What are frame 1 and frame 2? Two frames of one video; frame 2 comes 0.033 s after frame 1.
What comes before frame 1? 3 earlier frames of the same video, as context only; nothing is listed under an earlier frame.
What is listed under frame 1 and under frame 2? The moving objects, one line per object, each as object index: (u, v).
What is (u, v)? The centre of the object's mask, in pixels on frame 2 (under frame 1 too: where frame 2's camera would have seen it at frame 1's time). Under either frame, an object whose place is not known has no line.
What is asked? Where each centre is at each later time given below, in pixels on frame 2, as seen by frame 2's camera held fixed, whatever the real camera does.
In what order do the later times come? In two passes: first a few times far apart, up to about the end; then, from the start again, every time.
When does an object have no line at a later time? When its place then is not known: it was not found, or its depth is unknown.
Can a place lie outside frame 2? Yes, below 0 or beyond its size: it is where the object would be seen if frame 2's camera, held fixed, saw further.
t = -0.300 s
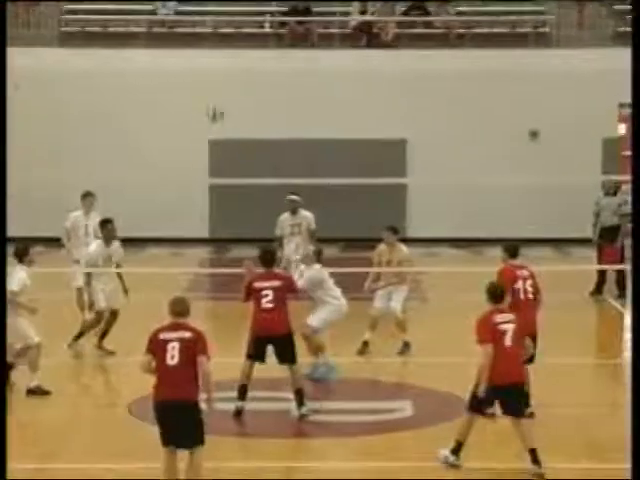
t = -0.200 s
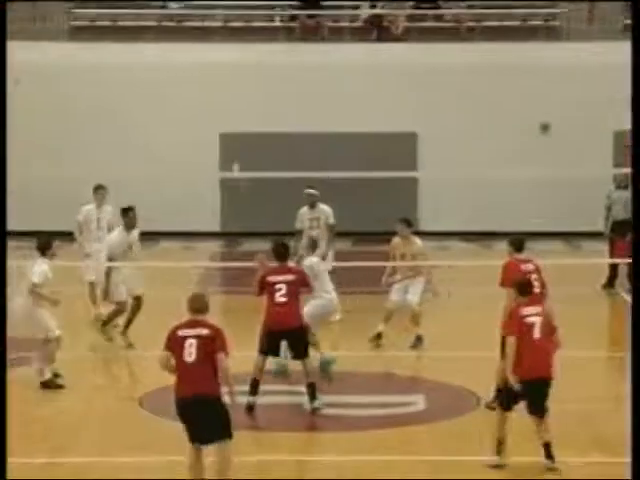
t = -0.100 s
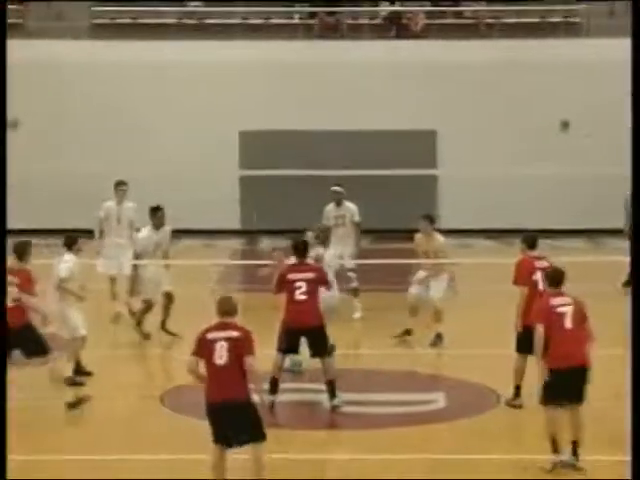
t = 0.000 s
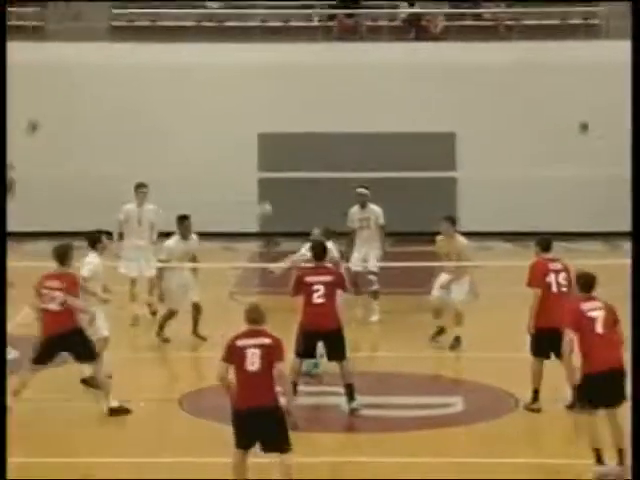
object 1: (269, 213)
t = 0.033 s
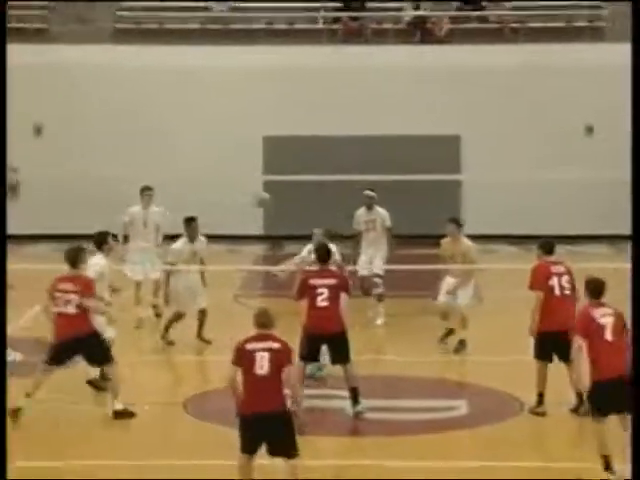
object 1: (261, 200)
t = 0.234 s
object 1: (208, 115)
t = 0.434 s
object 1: (156, 63)
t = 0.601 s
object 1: (113, 47)
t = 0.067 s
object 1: (250, 184)
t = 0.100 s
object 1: (242, 166)
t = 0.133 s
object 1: (234, 153)
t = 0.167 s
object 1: (225, 138)
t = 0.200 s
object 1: (216, 126)
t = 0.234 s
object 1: (208, 115)
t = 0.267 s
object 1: (199, 104)
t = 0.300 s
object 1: (190, 94)
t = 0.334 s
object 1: (182, 85)
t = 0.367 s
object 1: (174, 75)
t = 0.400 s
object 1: (165, 68)
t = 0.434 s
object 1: (156, 63)
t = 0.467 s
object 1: (147, 58)
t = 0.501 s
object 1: (139, 53)
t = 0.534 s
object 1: (131, 50)
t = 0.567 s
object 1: (122, 48)
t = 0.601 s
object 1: (113, 47)
